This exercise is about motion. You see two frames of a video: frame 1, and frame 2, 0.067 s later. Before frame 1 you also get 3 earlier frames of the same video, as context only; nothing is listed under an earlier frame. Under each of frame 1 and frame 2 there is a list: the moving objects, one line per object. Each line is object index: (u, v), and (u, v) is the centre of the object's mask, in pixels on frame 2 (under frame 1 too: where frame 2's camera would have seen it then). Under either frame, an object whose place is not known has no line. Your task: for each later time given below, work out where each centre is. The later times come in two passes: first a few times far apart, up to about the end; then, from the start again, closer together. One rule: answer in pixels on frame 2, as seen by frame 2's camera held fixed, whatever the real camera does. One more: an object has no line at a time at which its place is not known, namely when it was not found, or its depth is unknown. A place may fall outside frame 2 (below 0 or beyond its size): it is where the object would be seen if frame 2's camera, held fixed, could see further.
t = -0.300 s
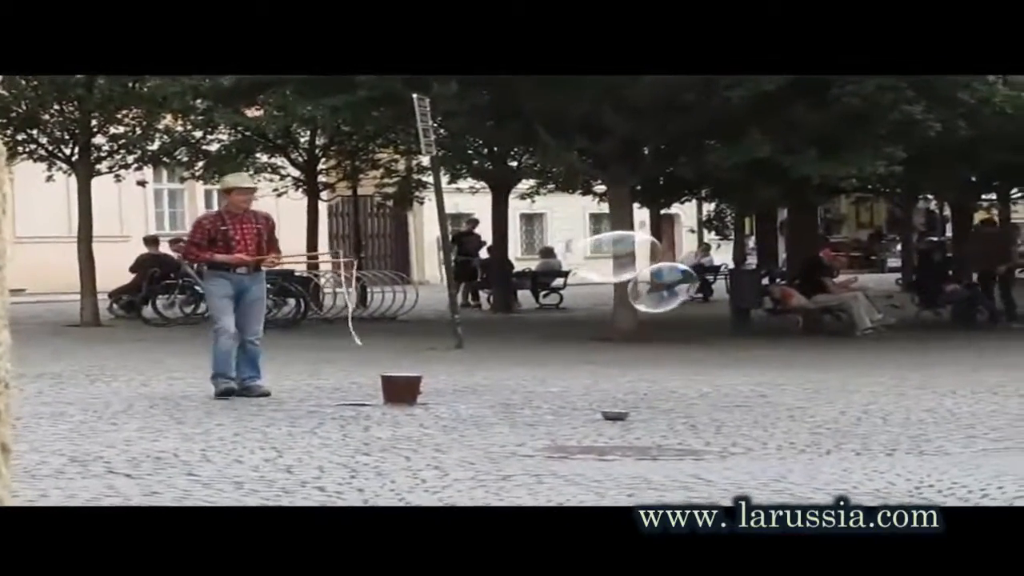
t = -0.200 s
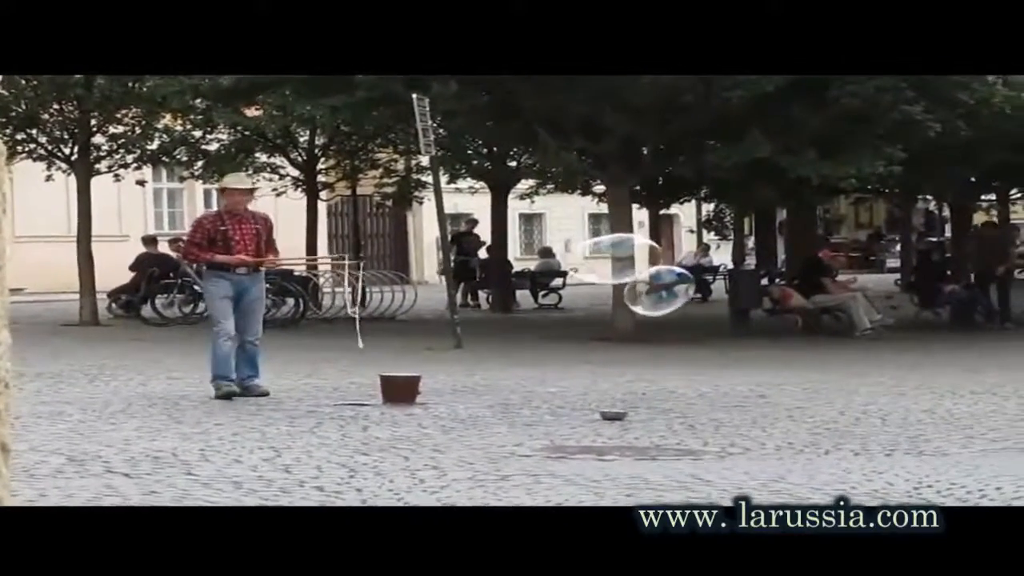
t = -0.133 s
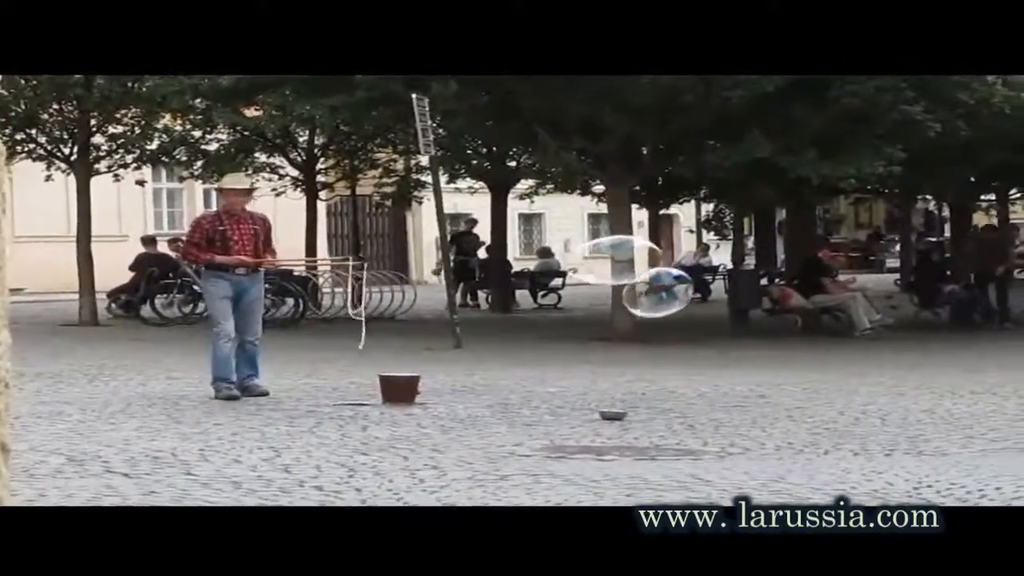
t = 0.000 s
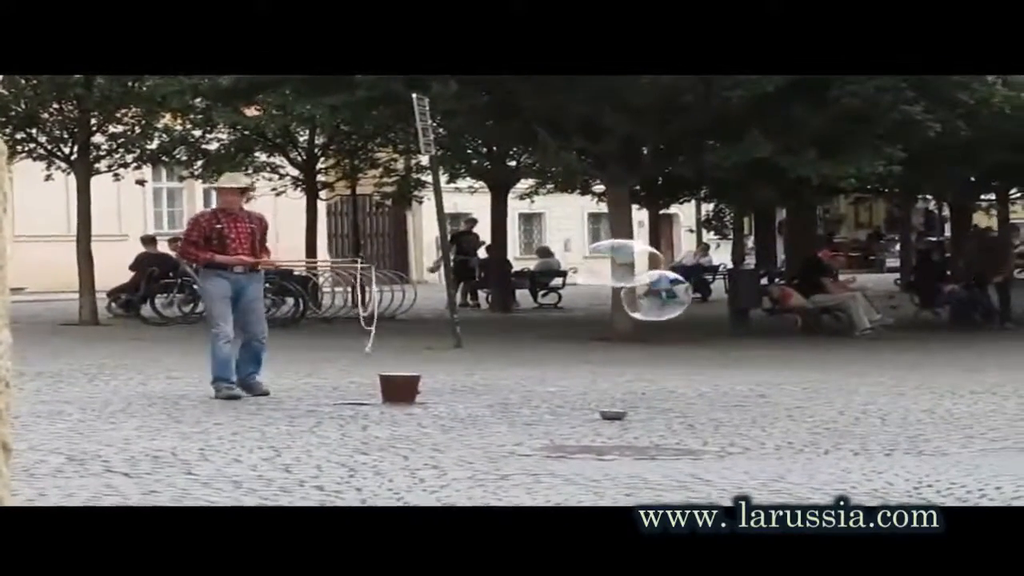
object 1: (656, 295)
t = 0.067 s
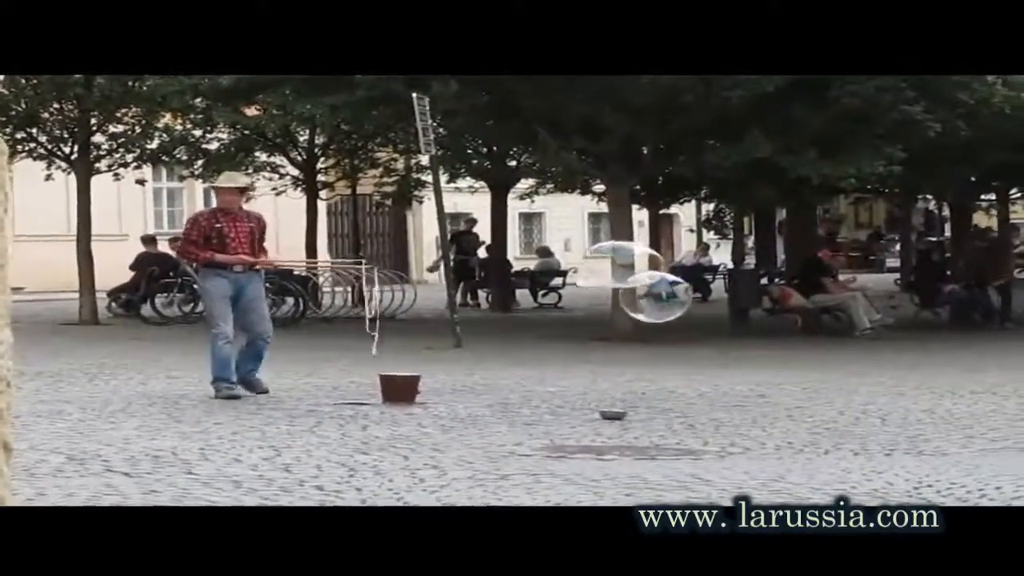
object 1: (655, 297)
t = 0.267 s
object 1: (653, 302)
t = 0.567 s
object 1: (647, 312)
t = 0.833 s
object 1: (642, 319)
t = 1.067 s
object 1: (637, 326)
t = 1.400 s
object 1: (633, 336)
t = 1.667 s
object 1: (630, 345)
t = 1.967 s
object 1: (628, 355)
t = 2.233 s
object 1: (626, 363)
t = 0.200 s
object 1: (654, 300)
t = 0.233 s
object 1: (654, 301)
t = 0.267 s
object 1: (653, 302)
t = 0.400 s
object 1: (650, 307)
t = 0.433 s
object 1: (650, 308)
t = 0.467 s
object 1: (650, 309)
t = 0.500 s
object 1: (649, 310)
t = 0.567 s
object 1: (647, 312)
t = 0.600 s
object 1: (645, 312)
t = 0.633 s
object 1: (644, 313)
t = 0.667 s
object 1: (645, 315)
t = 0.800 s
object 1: (643, 318)
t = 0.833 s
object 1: (642, 319)
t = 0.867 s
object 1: (642, 320)
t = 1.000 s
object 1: (639, 324)
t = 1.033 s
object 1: (638, 325)
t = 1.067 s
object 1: (637, 326)
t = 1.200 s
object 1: (636, 330)
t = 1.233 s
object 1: (635, 331)
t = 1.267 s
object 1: (635, 333)
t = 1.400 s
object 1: (633, 336)
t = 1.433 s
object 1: (632, 337)
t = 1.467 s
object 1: (632, 338)
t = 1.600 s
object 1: (631, 342)
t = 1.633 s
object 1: (631, 343)
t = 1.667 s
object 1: (630, 345)
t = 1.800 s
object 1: (629, 349)
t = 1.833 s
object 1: (628, 350)
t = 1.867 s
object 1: (628, 351)
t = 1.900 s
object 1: (628, 353)
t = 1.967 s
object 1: (628, 355)
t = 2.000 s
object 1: (627, 356)
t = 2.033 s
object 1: (627, 357)
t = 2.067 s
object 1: (627, 358)
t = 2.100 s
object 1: (627, 359)
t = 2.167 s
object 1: (626, 360)
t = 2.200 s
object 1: (626, 361)
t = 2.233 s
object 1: (626, 363)
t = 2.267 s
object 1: (625, 364)
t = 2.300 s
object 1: (625, 364)
